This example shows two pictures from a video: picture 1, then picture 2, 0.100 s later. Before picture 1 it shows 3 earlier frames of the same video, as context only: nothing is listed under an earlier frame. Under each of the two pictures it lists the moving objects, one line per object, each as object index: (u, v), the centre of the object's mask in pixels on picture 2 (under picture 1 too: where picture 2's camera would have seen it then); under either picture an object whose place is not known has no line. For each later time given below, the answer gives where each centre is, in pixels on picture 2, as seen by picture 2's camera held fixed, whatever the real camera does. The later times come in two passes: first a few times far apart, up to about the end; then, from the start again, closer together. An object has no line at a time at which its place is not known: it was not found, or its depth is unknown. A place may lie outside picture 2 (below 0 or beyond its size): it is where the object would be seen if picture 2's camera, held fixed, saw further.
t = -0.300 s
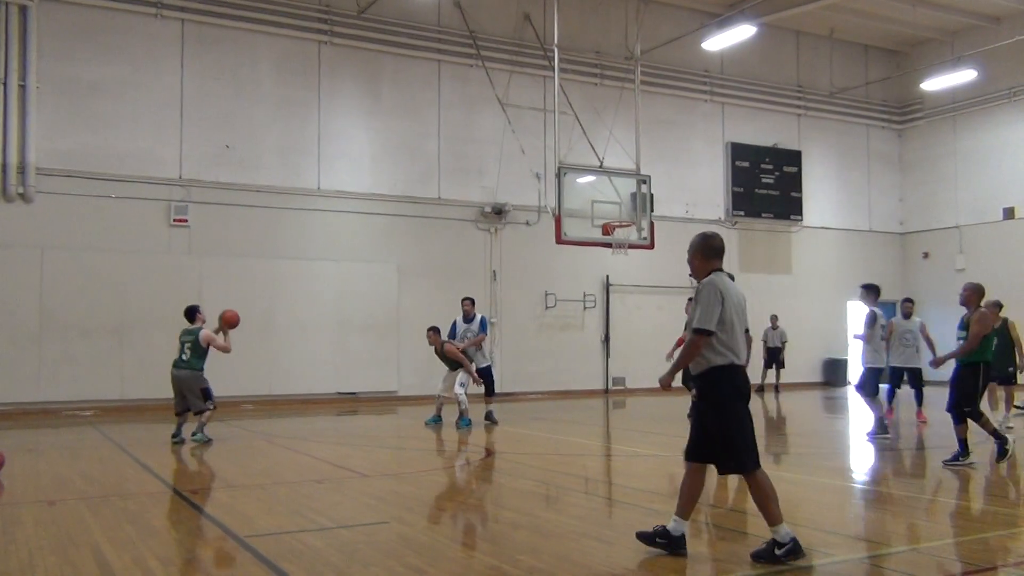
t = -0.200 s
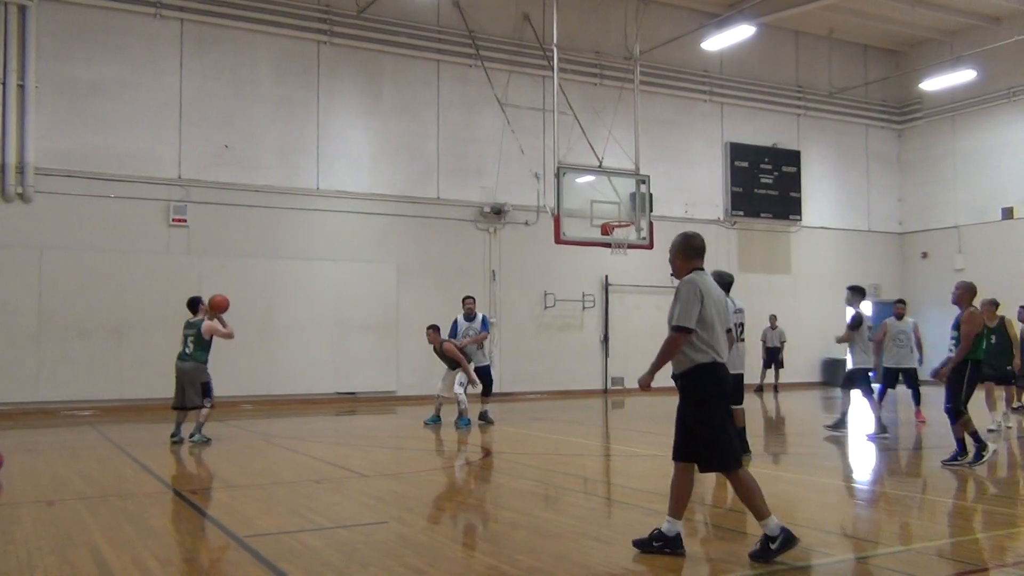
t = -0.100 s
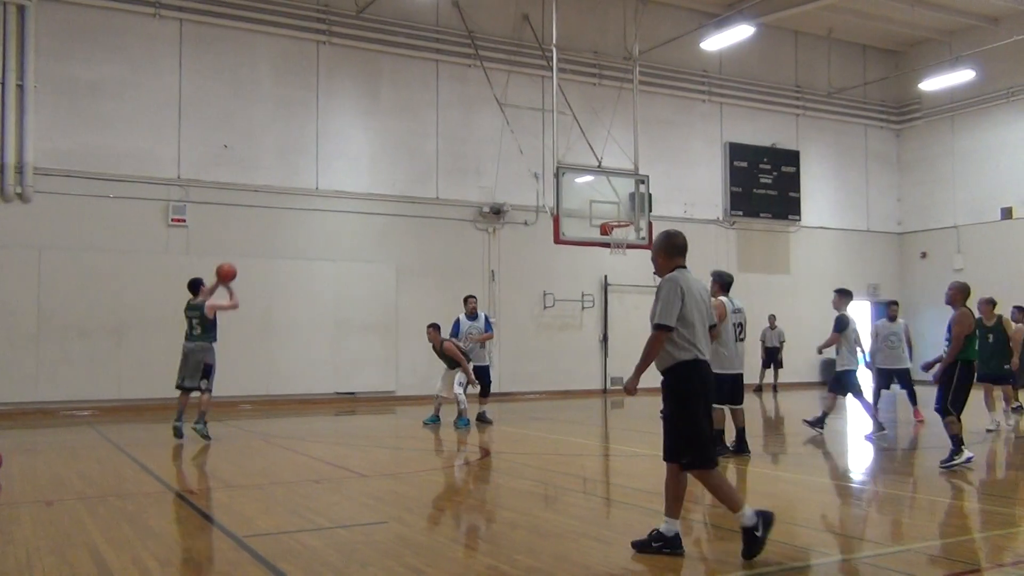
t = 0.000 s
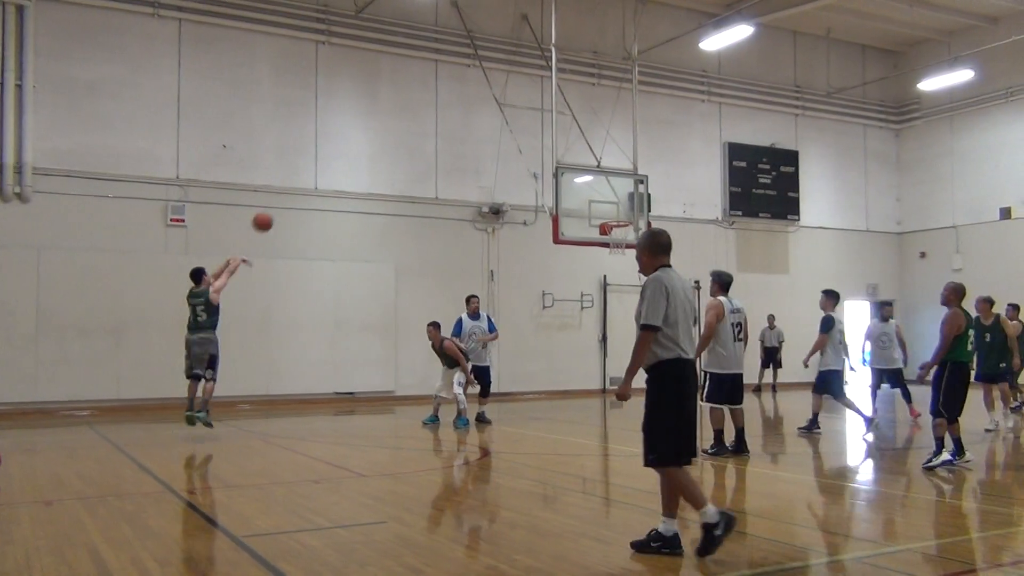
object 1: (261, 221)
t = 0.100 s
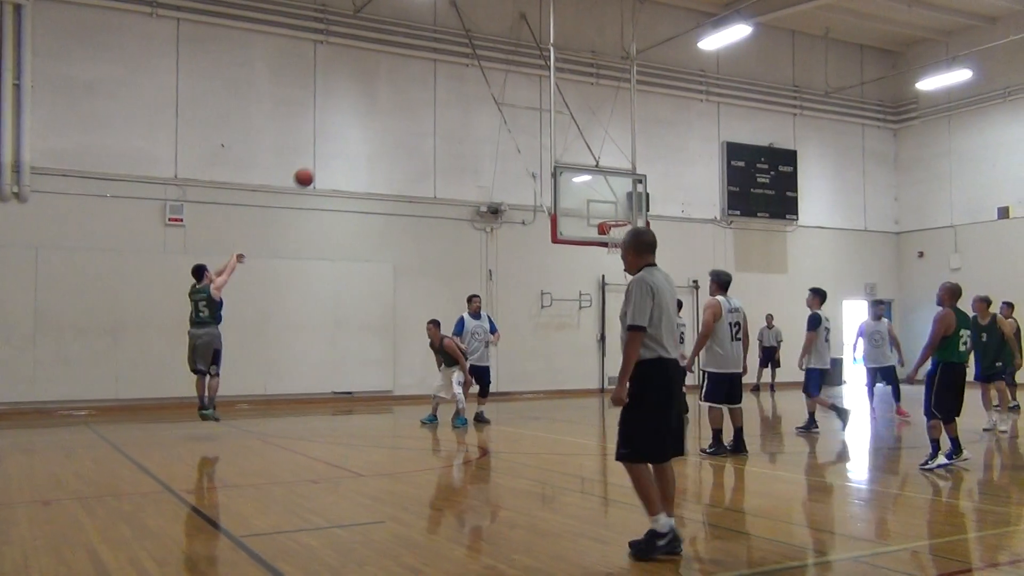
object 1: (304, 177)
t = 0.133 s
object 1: (318, 165)
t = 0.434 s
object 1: (428, 100)
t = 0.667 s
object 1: (501, 97)
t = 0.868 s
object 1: (557, 123)
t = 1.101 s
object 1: (616, 179)
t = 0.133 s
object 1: (318, 165)
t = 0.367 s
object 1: (405, 108)
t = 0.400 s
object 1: (416, 103)
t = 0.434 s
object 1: (428, 100)
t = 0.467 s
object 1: (439, 97)
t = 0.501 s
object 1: (450, 95)
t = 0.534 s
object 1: (460, 94)
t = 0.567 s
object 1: (471, 94)
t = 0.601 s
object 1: (481, 94)
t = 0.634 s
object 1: (491, 95)
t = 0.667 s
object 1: (501, 97)
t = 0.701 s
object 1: (511, 99)
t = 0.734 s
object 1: (521, 103)
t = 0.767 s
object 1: (530, 107)
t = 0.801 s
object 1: (539, 111)
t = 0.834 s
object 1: (548, 117)
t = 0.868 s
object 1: (557, 123)
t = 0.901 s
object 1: (566, 129)
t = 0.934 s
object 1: (575, 136)
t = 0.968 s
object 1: (583, 143)
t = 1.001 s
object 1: (592, 152)
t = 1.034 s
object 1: (600, 160)
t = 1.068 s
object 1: (608, 169)
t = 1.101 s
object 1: (616, 179)
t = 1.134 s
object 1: (624, 190)
